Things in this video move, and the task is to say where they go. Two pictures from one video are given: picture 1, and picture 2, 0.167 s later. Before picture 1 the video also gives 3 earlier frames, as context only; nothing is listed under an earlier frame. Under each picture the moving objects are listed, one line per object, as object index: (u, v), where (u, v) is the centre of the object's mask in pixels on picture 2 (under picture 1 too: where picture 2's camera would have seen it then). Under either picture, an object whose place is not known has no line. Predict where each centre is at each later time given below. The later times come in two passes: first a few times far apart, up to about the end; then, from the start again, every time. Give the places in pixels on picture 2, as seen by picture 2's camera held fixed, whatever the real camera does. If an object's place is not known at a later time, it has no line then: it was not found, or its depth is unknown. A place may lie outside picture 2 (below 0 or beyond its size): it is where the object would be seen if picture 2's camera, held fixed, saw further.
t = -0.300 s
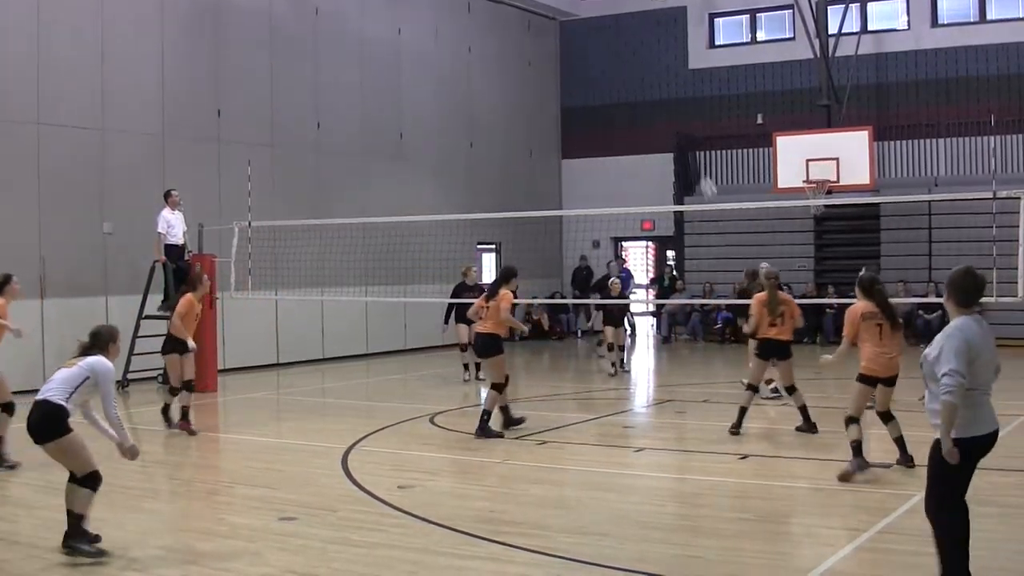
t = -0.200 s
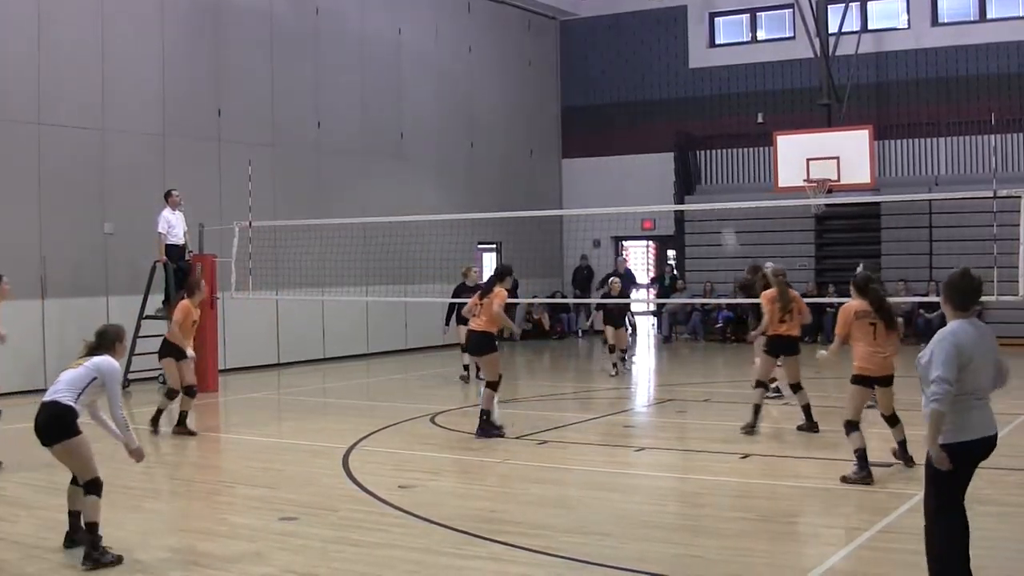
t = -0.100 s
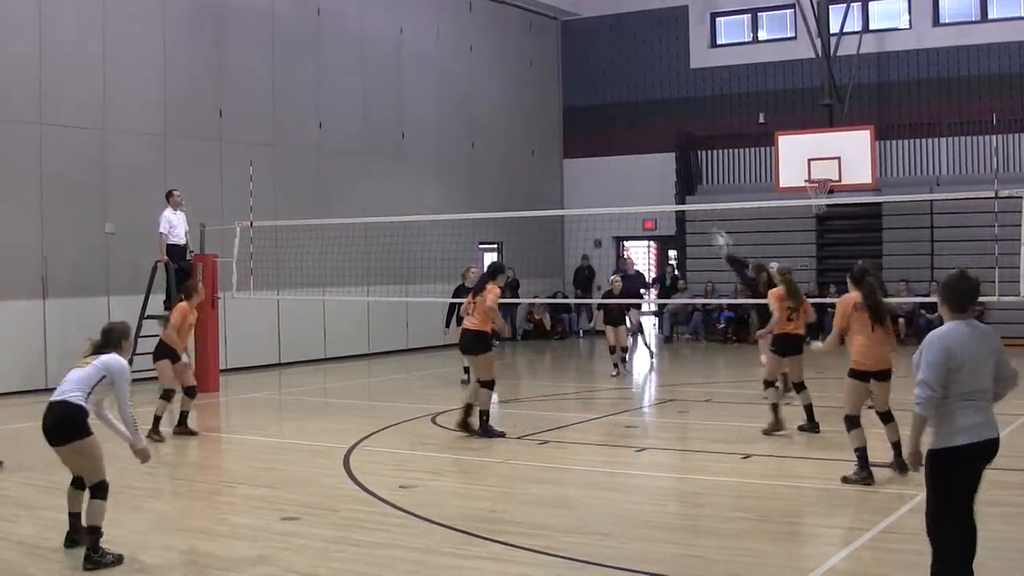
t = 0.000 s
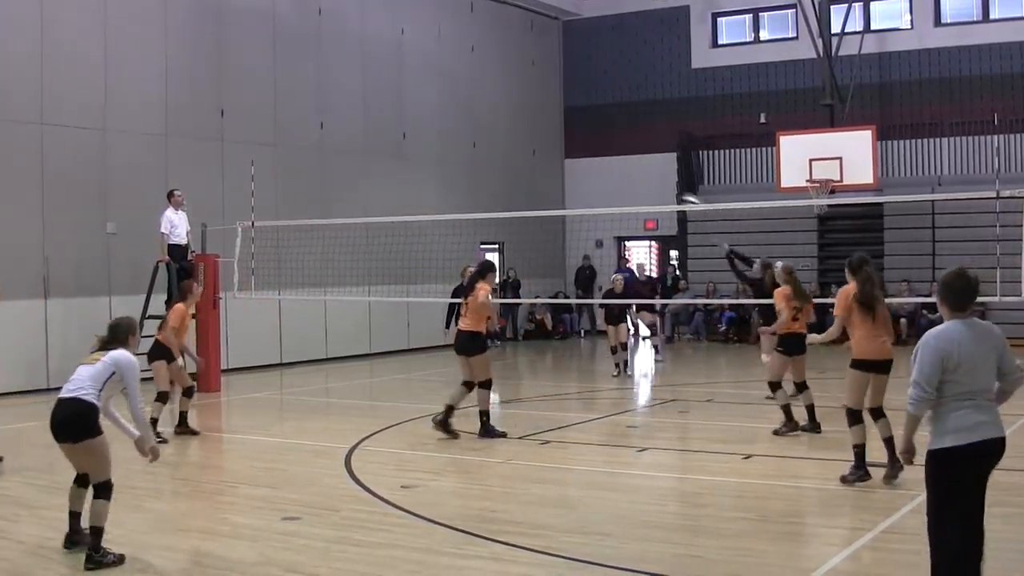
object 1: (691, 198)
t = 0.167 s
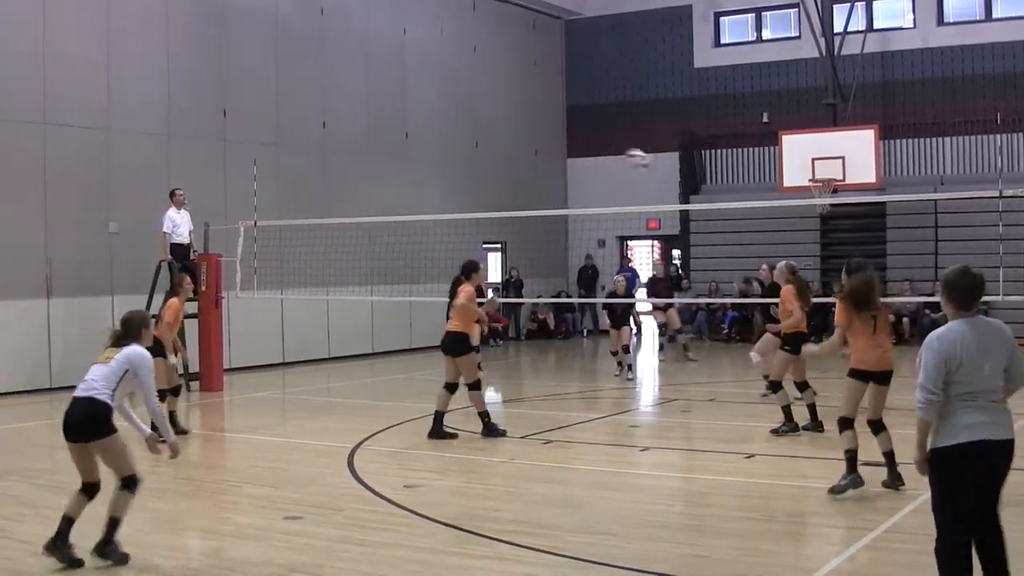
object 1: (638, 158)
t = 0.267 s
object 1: (601, 144)
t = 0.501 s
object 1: (504, 144)
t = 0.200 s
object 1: (625, 152)
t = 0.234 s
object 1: (613, 146)
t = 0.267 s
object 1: (601, 144)
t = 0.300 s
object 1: (588, 141)
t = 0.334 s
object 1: (574, 138)
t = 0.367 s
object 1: (562, 137)
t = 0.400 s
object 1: (547, 138)
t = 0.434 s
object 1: (533, 138)
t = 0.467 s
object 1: (518, 141)
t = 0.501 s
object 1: (504, 144)
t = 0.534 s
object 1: (489, 147)
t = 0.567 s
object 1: (472, 154)
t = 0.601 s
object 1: (454, 163)
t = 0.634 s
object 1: (438, 174)
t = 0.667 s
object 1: (422, 186)
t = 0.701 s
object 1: (401, 198)
